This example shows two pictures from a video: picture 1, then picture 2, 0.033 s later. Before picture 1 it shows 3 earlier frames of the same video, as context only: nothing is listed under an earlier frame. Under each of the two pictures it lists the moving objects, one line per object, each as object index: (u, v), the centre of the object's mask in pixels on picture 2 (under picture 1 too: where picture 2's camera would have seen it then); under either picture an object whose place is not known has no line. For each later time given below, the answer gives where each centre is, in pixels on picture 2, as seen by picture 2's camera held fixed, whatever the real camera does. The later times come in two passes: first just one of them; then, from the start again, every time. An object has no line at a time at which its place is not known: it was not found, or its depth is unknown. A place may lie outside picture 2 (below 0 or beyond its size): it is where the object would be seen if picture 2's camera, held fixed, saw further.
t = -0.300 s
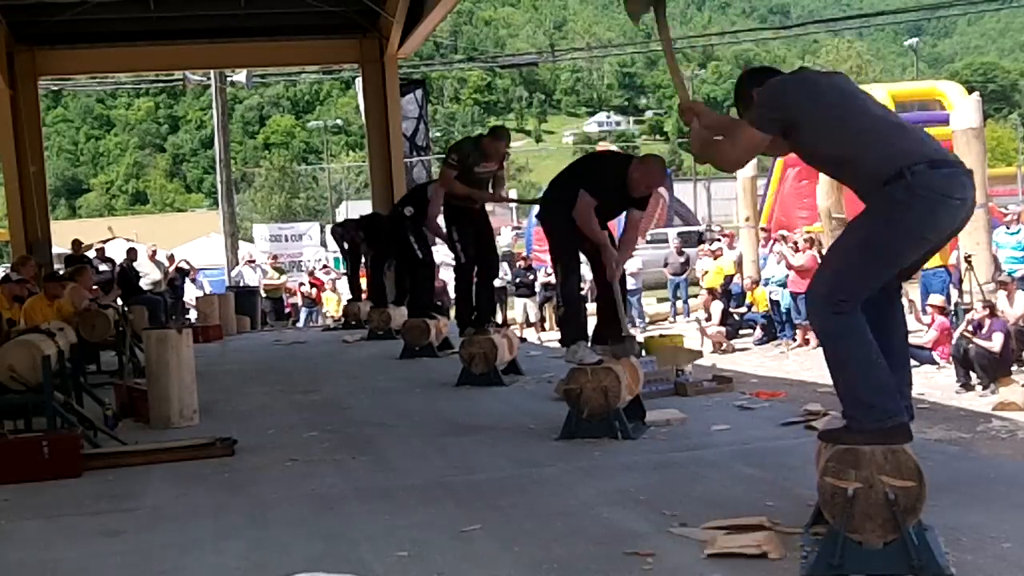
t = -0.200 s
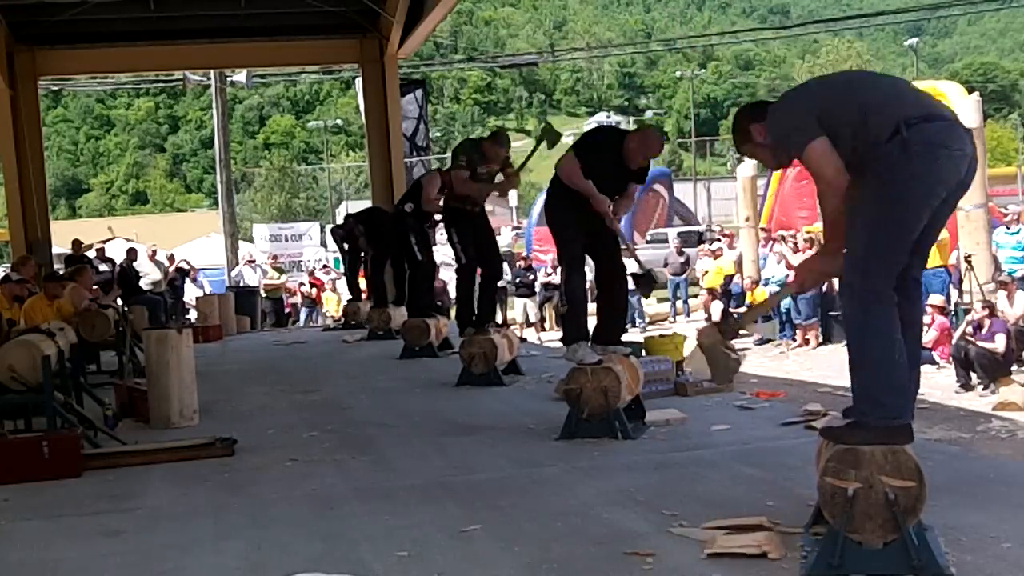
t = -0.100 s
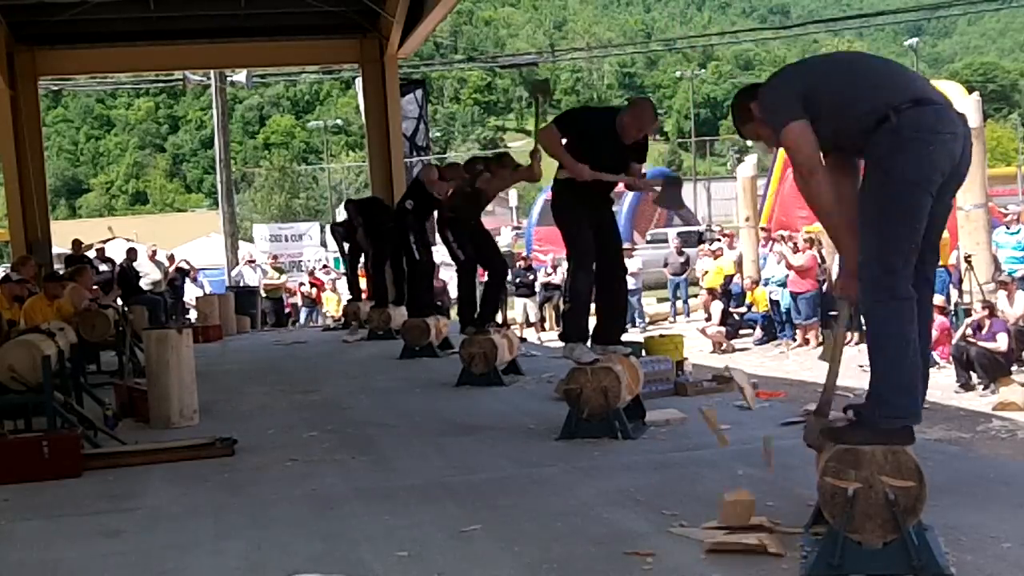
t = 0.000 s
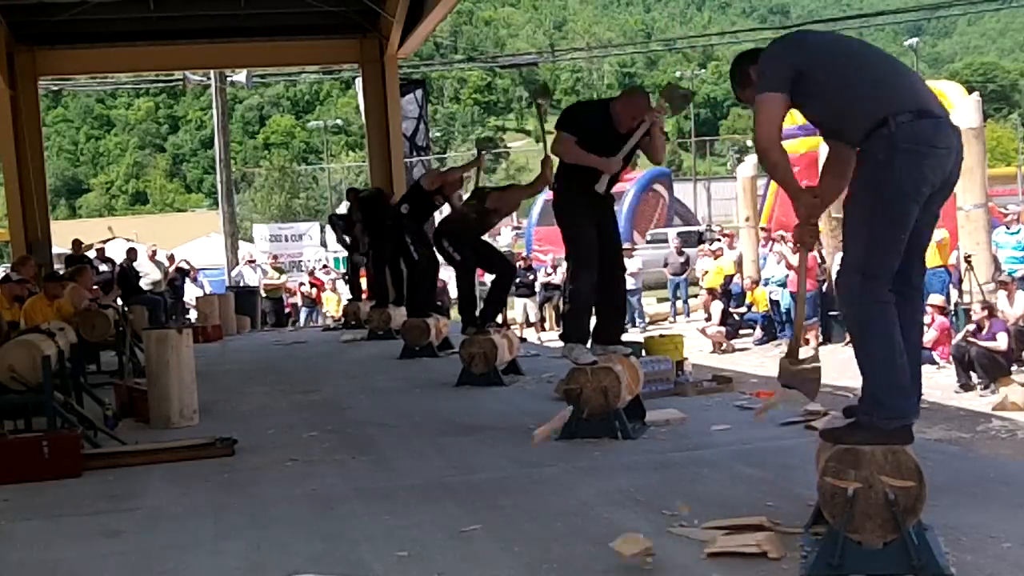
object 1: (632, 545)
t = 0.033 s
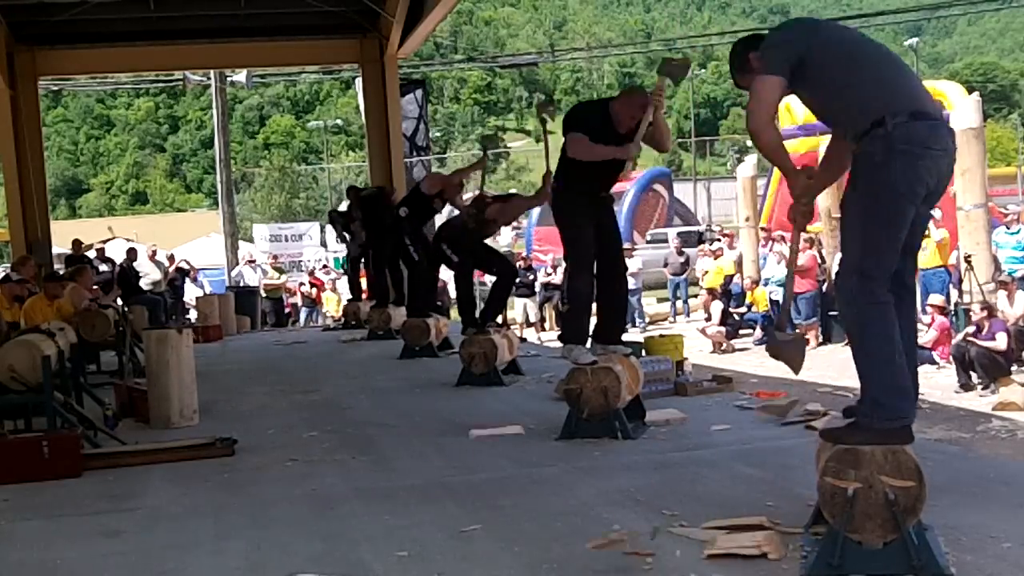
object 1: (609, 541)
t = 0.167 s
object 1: (521, 555)
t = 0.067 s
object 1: (586, 537)
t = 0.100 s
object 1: (564, 540)
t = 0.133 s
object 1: (542, 546)
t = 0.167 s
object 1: (521, 555)
